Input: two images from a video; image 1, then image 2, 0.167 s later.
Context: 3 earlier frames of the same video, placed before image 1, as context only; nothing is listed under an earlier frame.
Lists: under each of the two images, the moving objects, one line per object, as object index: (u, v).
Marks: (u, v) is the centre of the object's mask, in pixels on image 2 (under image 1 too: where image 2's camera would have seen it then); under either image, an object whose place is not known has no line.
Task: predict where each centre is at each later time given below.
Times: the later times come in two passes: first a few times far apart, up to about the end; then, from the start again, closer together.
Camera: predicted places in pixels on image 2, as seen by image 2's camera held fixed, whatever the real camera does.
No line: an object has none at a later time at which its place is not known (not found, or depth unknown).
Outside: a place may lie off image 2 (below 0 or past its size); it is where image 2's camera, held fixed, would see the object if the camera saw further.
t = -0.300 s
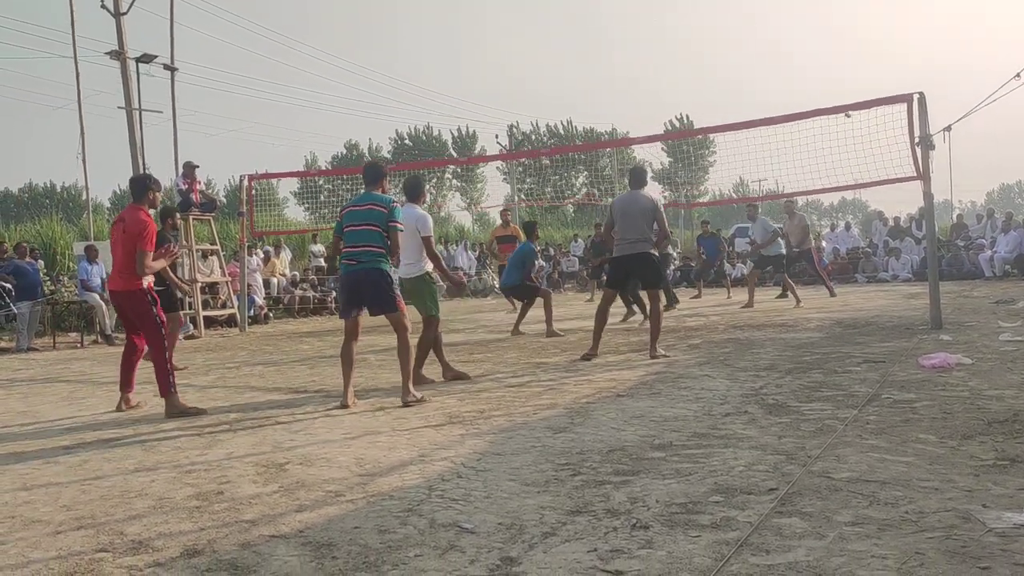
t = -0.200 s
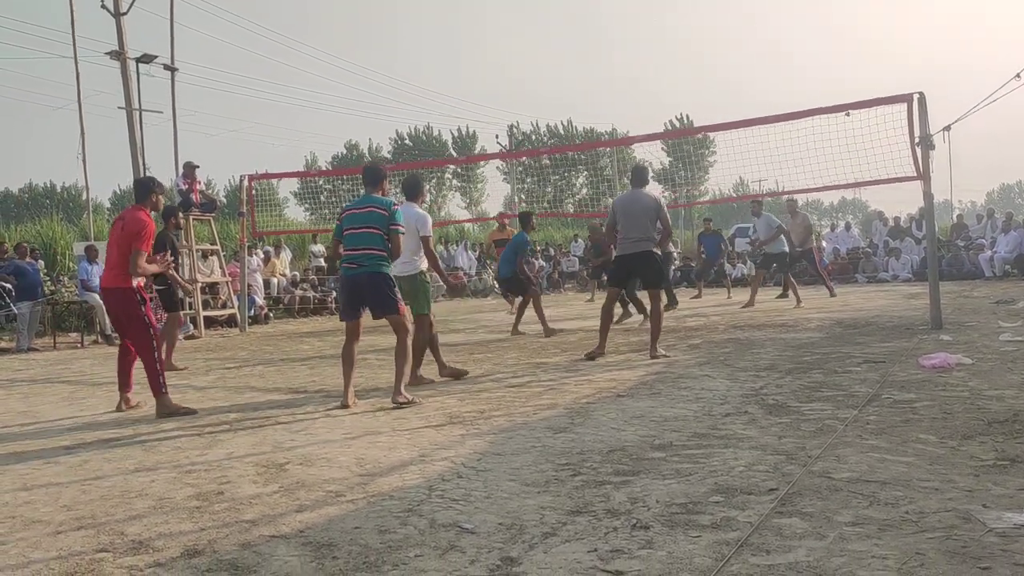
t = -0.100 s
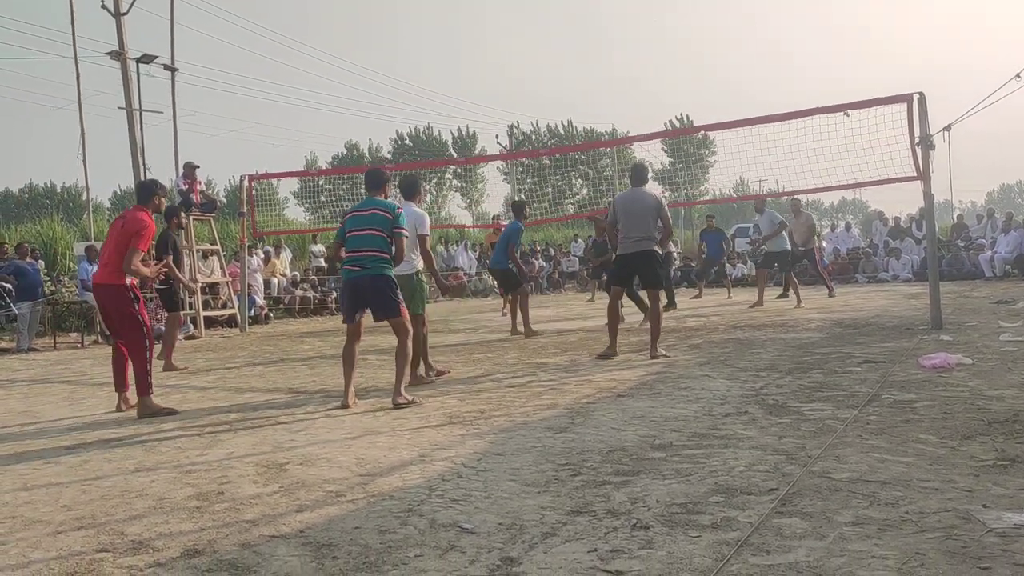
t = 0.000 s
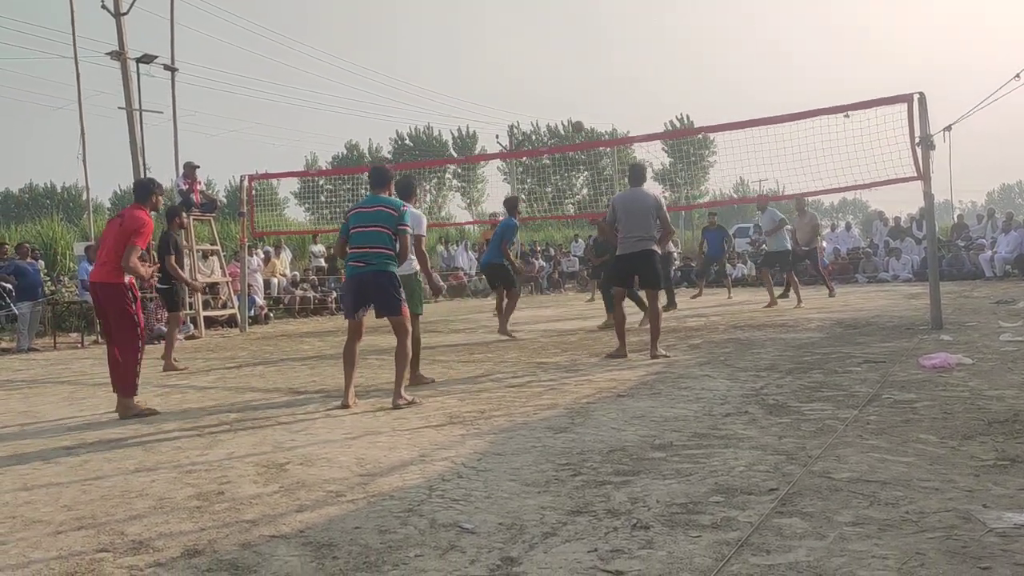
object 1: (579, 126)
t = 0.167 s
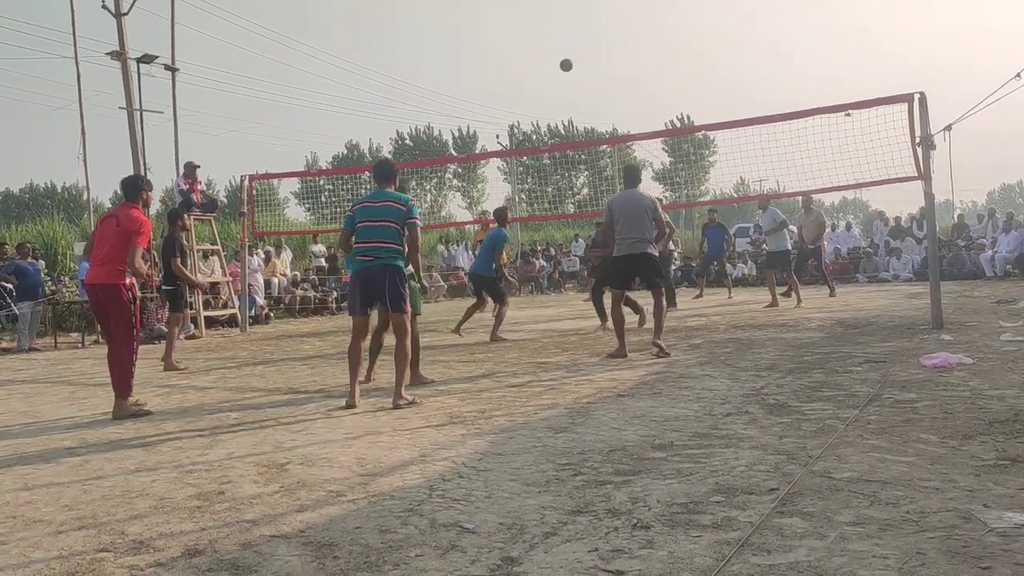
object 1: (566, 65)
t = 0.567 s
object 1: (543, 6)
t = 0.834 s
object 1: (532, 30)
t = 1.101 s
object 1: (524, 102)
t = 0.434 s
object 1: (550, 12)
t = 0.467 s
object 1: (549, 9)
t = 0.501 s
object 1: (547, 7)
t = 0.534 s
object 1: (545, 6)
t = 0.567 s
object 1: (543, 6)
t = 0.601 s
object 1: (542, 6)
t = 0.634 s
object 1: (540, 7)
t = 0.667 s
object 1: (539, 8)
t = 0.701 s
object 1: (538, 11)
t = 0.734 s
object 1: (537, 15)
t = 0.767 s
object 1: (535, 19)
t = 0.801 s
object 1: (534, 24)
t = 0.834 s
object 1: (532, 30)
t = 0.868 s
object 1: (531, 37)
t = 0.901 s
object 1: (530, 43)
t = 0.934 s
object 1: (529, 51)
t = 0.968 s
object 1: (528, 60)
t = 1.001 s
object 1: (527, 70)
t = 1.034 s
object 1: (526, 80)
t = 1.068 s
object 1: (525, 91)
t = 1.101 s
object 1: (524, 102)
